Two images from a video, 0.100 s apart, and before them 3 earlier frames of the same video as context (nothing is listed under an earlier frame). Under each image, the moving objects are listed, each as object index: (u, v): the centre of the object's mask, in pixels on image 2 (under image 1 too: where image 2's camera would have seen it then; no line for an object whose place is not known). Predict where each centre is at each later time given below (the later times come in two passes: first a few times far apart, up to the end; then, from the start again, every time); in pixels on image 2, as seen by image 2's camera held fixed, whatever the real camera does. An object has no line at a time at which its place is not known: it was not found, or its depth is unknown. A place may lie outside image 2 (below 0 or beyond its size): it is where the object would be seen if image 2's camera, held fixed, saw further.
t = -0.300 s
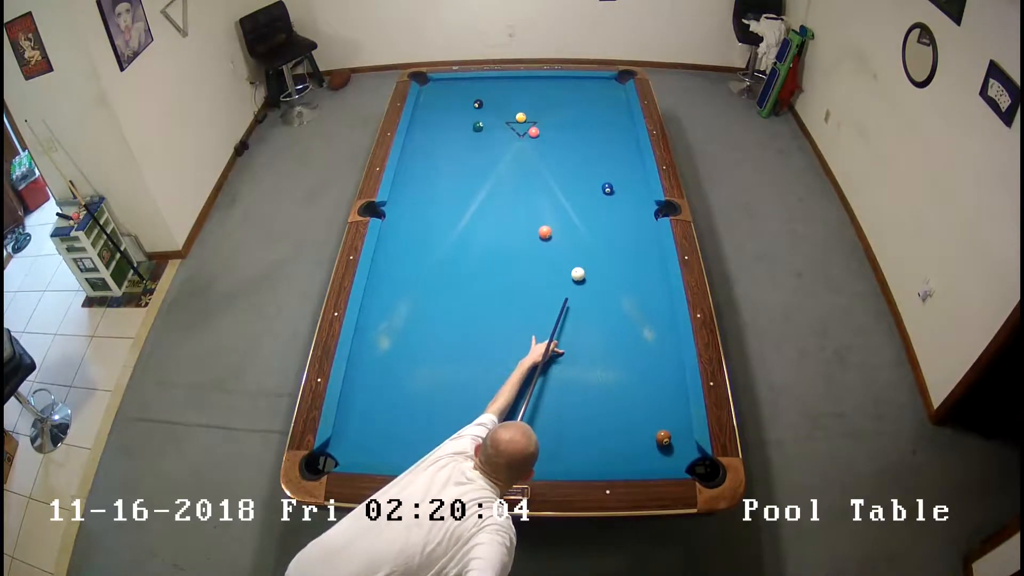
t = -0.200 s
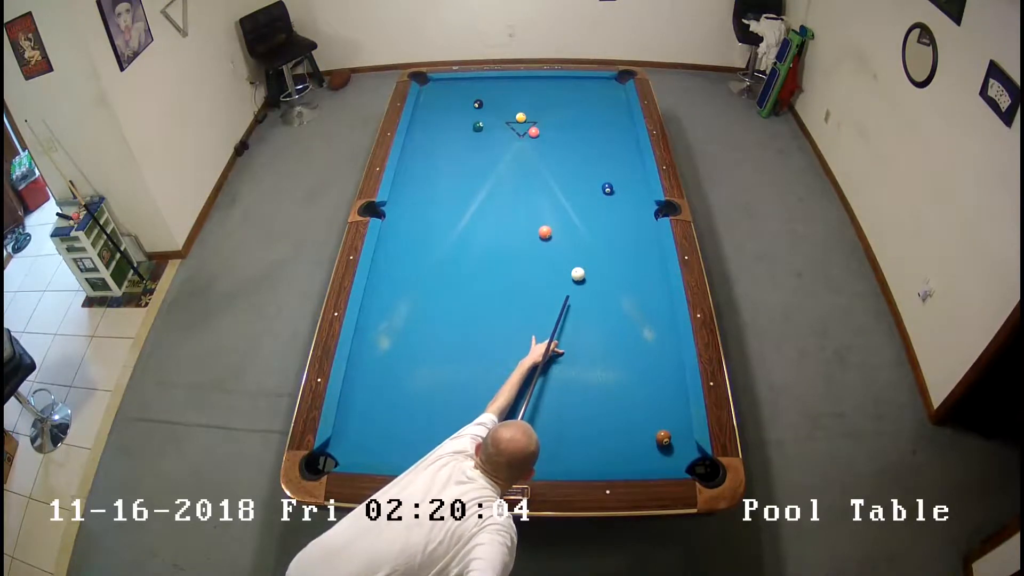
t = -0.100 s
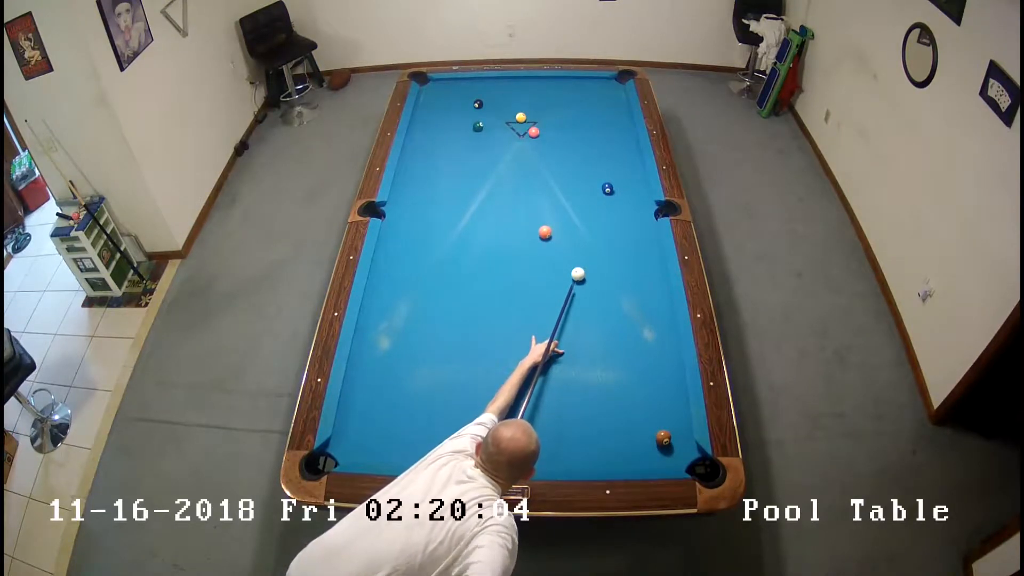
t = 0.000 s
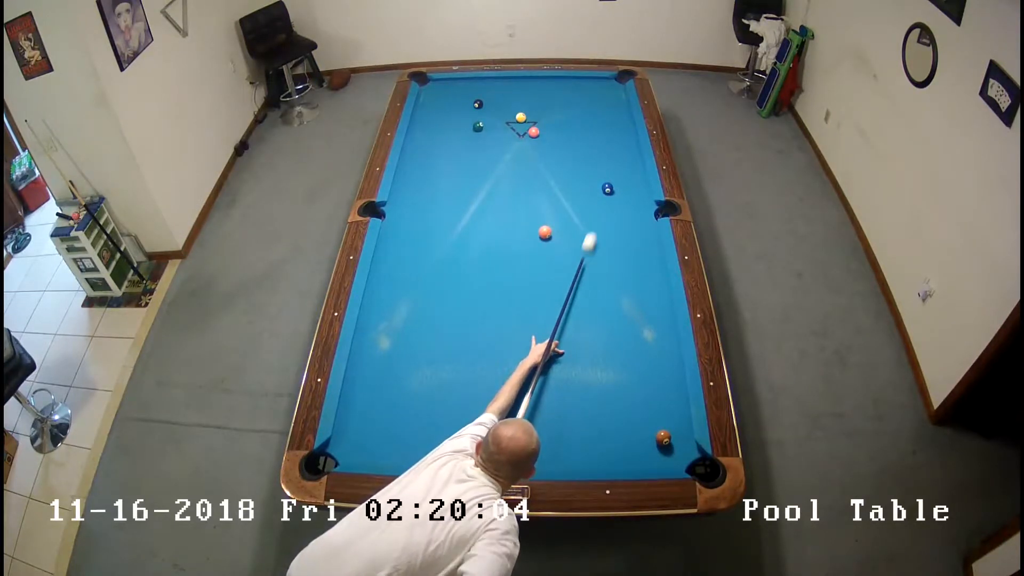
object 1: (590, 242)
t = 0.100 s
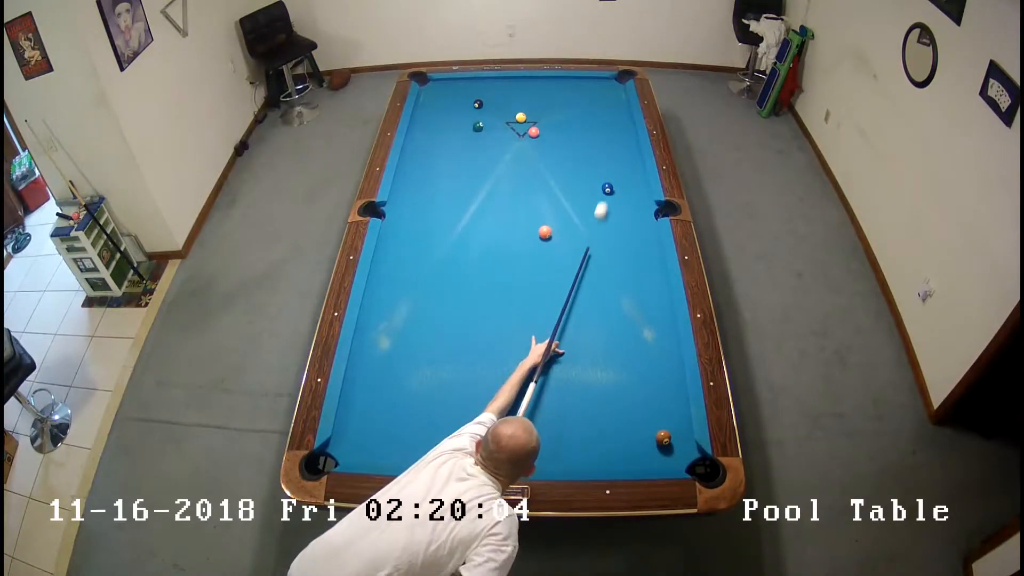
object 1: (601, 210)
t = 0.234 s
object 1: (612, 194)
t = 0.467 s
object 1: (628, 182)
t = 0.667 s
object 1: (640, 170)
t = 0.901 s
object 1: (632, 161)
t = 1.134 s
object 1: (622, 152)
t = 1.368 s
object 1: (613, 144)
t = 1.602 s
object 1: (605, 137)
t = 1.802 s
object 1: (598, 131)
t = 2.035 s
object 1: (591, 125)
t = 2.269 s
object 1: (585, 120)
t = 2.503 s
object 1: (580, 115)
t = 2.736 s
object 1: (575, 110)
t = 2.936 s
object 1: (571, 107)
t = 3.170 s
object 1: (567, 103)
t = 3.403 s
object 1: (563, 99)
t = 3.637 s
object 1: (560, 96)
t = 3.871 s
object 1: (558, 93)
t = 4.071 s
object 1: (556, 91)
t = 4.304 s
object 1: (554, 89)
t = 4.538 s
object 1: (552, 88)
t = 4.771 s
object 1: (551, 86)
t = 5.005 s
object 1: (550, 85)
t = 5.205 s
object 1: (550, 84)
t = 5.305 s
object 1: (550, 84)
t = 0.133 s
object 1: (604, 201)
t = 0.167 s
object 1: (607, 195)
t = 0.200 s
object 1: (610, 195)
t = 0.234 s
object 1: (612, 194)
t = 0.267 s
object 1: (614, 193)
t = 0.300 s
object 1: (616, 191)
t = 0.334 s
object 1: (619, 190)
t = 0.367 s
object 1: (621, 188)
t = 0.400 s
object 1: (623, 185)
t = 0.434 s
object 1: (625, 184)
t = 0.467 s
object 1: (628, 182)
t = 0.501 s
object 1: (630, 180)
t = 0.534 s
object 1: (632, 178)
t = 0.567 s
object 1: (634, 176)
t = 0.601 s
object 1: (636, 174)
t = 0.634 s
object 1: (638, 172)
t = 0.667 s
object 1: (640, 170)
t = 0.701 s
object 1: (641, 169)
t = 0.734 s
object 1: (639, 167)
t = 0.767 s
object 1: (638, 166)
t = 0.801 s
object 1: (636, 165)
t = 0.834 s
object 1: (635, 163)
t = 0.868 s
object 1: (633, 162)
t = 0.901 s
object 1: (632, 161)
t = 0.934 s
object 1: (630, 159)
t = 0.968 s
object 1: (629, 158)
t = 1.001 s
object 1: (627, 157)
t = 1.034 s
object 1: (626, 156)
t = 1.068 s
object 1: (625, 155)
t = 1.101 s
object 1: (623, 153)
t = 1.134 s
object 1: (622, 152)
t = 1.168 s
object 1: (621, 151)
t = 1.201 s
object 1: (619, 150)
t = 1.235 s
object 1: (618, 149)
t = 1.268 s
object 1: (617, 148)
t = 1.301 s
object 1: (615, 147)
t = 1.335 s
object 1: (614, 145)
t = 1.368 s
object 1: (613, 144)
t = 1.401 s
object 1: (612, 143)
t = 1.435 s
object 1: (610, 142)
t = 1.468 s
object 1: (609, 141)
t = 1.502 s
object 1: (608, 140)
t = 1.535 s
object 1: (607, 139)
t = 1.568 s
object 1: (606, 138)
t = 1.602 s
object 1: (605, 137)
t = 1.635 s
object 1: (604, 136)
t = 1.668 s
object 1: (603, 135)
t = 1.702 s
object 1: (601, 134)
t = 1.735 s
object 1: (600, 133)
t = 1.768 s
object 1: (599, 132)
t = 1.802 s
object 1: (598, 131)
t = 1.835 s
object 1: (597, 130)
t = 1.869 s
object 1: (596, 130)
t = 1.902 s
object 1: (595, 129)
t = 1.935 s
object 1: (594, 128)
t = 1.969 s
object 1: (593, 127)
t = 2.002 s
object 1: (592, 126)
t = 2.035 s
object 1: (591, 125)
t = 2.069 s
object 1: (590, 124)
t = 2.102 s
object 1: (590, 124)
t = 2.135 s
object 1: (589, 123)
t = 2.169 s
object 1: (588, 122)
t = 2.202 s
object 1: (587, 121)
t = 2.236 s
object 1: (586, 120)
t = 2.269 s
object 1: (585, 120)
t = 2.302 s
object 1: (584, 119)
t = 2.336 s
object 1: (583, 118)
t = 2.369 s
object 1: (583, 118)
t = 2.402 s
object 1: (582, 117)
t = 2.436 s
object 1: (581, 116)
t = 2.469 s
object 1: (580, 115)
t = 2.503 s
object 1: (580, 115)
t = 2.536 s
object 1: (579, 114)
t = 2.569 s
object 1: (578, 113)
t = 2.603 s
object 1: (577, 113)
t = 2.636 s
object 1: (577, 112)
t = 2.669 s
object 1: (576, 111)
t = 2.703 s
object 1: (575, 111)
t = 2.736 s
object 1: (575, 110)
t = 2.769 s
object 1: (574, 109)
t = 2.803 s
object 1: (573, 109)
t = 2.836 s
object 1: (573, 108)
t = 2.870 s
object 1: (572, 108)
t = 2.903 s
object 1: (572, 107)
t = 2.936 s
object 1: (571, 107)
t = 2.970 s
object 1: (571, 106)
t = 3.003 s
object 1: (570, 105)
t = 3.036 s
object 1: (569, 105)
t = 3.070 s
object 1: (569, 104)
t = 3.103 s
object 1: (568, 104)
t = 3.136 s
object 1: (568, 103)
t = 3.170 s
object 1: (567, 103)
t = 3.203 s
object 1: (566, 102)
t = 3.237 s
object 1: (566, 102)
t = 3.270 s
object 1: (565, 101)
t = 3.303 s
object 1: (565, 101)
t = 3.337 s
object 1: (564, 100)
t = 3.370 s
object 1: (564, 100)
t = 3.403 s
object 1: (563, 99)
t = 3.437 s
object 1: (563, 99)
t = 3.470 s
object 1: (562, 98)
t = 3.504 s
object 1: (562, 98)
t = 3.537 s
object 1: (561, 97)
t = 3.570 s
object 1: (561, 97)
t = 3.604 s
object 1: (561, 97)
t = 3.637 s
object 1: (560, 96)
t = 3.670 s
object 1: (560, 96)
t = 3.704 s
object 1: (559, 95)
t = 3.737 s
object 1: (559, 95)
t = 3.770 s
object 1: (559, 95)
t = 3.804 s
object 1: (558, 94)
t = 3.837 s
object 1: (558, 94)
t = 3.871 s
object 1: (558, 93)
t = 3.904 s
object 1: (557, 93)
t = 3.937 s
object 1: (557, 93)
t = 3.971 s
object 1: (557, 92)
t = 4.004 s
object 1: (557, 92)
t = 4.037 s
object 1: (556, 92)
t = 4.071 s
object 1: (556, 91)
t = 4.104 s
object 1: (556, 91)
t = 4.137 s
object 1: (555, 91)
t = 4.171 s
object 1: (555, 90)
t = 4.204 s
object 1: (555, 90)
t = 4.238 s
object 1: (554, 90)
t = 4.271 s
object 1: (554, 90)
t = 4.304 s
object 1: (554, 89)
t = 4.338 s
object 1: (554, 89)
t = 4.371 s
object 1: (553, 89)
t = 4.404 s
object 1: (553, 89)
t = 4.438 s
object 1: (553, 88)
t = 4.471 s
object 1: (553, 88)
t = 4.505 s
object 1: (553, 88)
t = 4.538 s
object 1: (552, 88)
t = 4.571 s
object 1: (552, 88)
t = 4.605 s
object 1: (552, 87)
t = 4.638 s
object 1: (552, 87)
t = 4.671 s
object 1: (552, 87)
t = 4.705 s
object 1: (551, 86)
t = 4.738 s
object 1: (551, 86)
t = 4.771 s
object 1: (551, 86)
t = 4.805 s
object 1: (551, 86)
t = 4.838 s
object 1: (551, 86)
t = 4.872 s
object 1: (551, 86)
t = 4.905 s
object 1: (551, 86)
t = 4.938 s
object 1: (550, 85)
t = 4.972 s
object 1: (550, 85)
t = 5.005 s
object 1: (550, 85)
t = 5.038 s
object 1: (550, 85)
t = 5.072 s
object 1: (550, 85)
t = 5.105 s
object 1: (550, 84)
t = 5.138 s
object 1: (550, 84)
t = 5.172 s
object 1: (550, 84)
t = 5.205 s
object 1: (550, 84)
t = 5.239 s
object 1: (550, 84)
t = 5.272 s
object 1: (550, 84)
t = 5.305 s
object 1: (550, 84)
